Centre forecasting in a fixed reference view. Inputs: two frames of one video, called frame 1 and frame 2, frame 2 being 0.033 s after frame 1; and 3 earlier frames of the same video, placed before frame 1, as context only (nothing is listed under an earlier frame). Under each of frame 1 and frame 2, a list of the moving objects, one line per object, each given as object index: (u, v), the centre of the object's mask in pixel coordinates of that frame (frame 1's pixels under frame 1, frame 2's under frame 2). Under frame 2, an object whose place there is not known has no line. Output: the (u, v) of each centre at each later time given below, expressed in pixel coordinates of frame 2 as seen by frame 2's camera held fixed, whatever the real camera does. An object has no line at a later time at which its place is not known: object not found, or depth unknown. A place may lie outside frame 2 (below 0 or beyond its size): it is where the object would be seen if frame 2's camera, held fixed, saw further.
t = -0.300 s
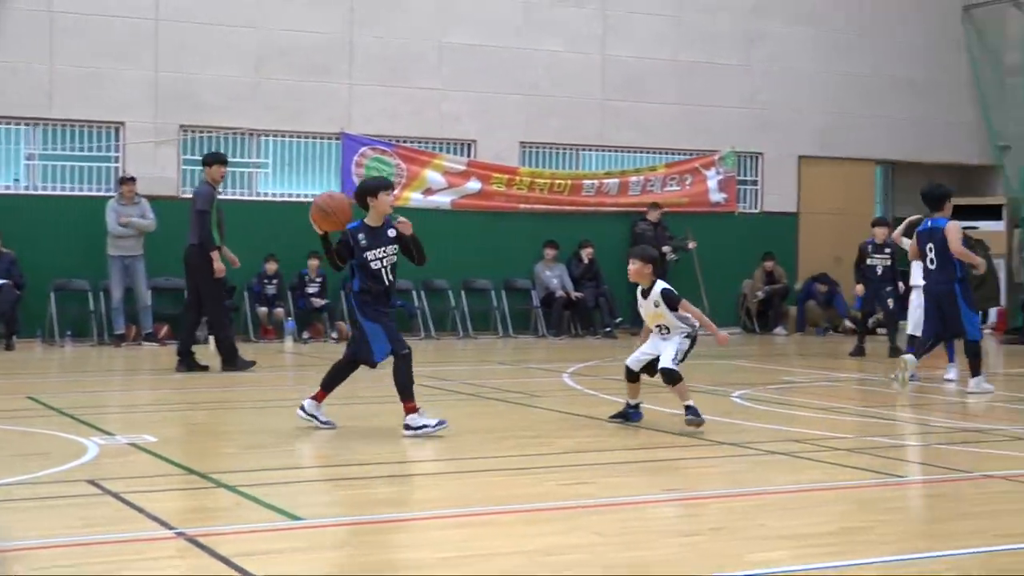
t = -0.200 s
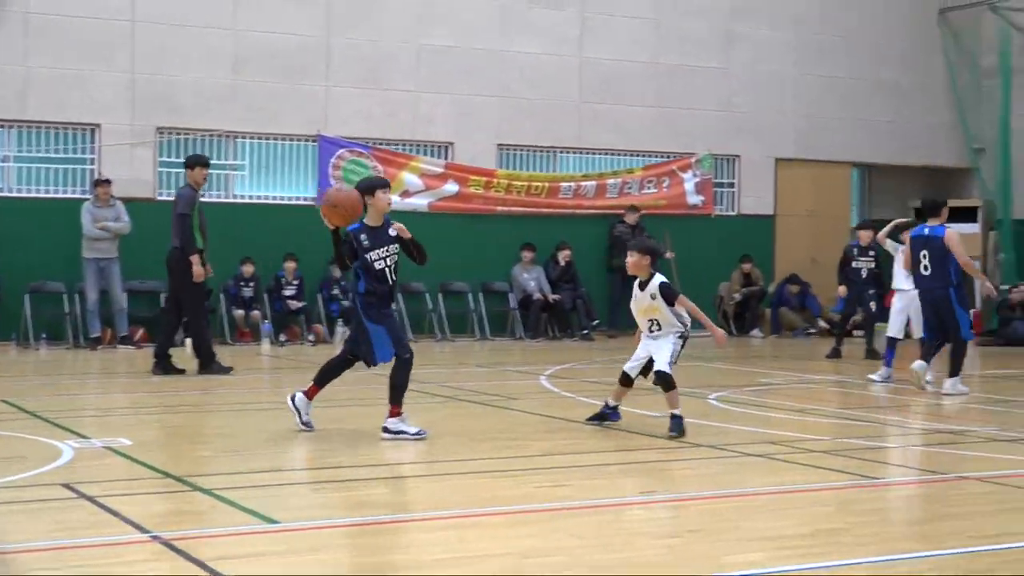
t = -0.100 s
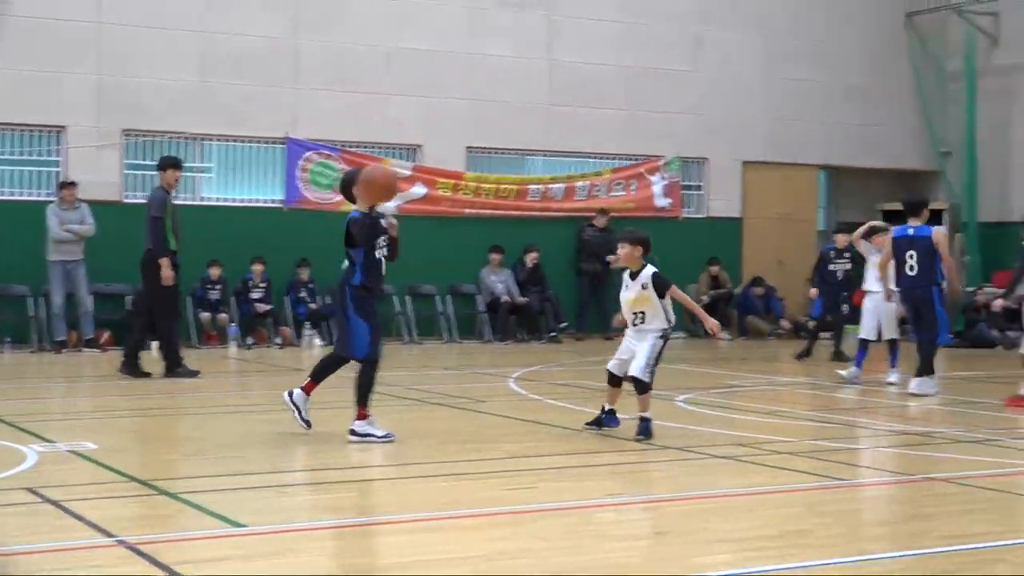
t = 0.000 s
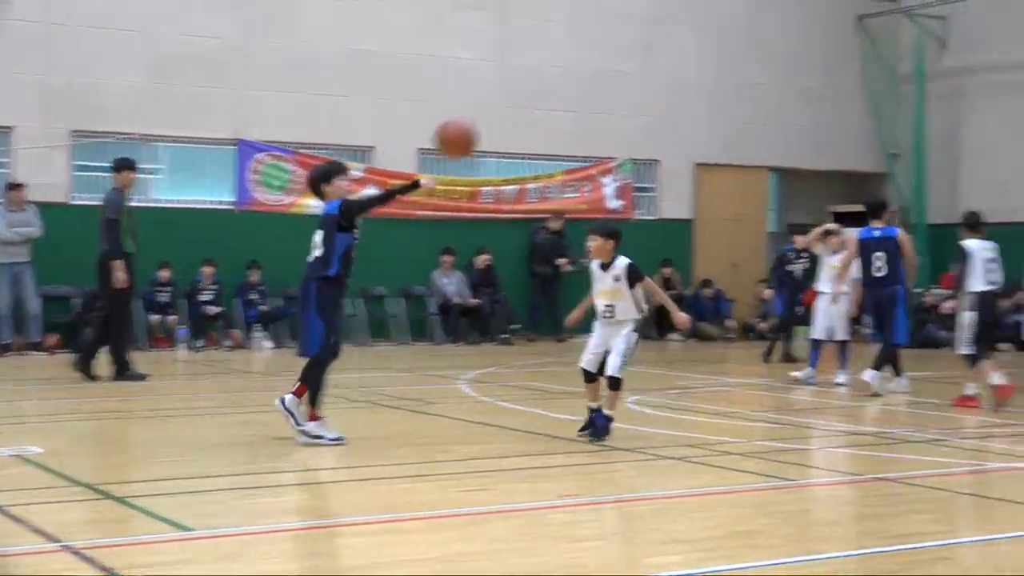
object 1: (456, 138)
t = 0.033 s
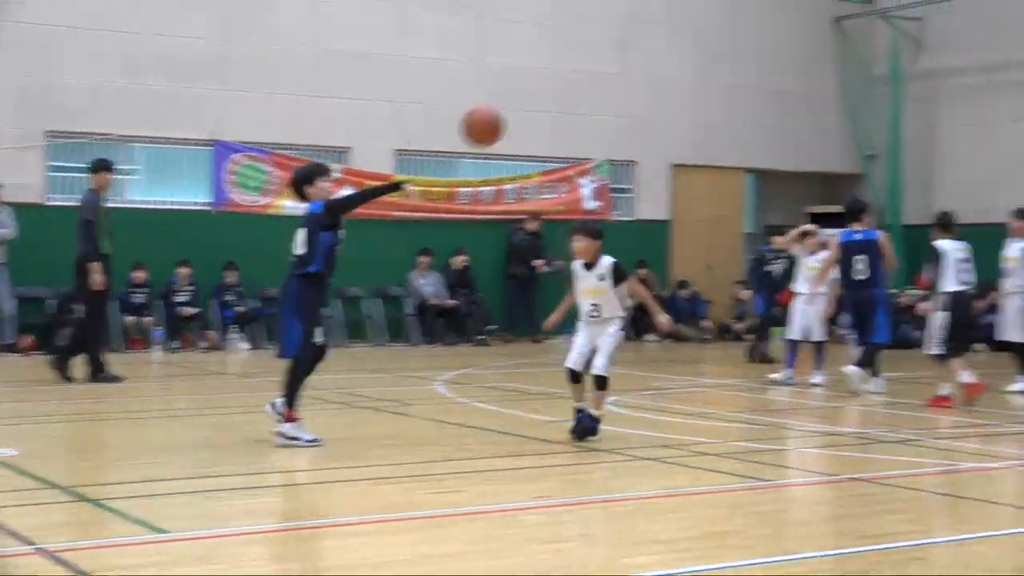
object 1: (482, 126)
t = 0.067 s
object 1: (532, 115)
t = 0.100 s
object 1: (579, 106)
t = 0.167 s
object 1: (676, 92)
